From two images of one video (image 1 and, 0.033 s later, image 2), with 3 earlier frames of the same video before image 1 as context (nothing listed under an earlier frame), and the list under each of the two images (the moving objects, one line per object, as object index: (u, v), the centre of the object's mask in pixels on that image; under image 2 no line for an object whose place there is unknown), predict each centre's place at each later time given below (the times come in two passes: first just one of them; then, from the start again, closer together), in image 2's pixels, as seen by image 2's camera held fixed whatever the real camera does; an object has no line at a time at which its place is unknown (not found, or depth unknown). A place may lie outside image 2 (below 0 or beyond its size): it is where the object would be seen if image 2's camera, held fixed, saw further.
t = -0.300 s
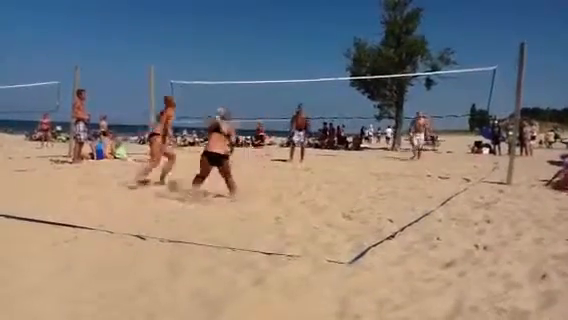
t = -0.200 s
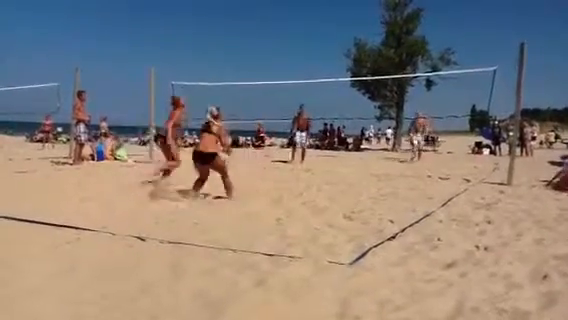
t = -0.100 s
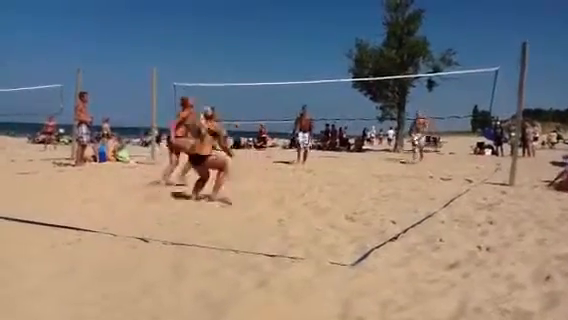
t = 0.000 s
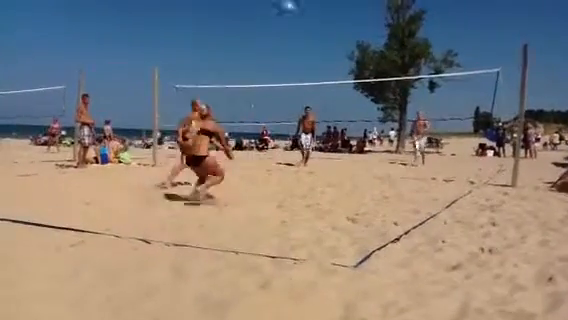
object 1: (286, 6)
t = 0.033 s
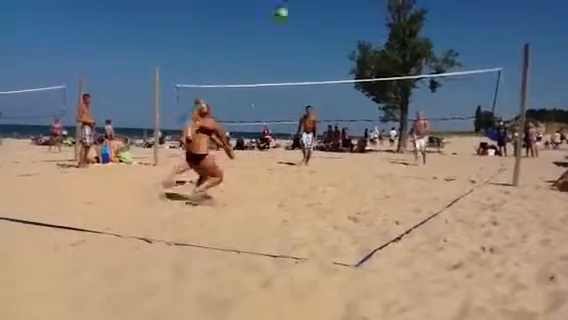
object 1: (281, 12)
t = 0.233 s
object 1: (237, 87)
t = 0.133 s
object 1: (260, 43)
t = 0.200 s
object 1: (244, 70)
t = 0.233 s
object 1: (237, 87)
